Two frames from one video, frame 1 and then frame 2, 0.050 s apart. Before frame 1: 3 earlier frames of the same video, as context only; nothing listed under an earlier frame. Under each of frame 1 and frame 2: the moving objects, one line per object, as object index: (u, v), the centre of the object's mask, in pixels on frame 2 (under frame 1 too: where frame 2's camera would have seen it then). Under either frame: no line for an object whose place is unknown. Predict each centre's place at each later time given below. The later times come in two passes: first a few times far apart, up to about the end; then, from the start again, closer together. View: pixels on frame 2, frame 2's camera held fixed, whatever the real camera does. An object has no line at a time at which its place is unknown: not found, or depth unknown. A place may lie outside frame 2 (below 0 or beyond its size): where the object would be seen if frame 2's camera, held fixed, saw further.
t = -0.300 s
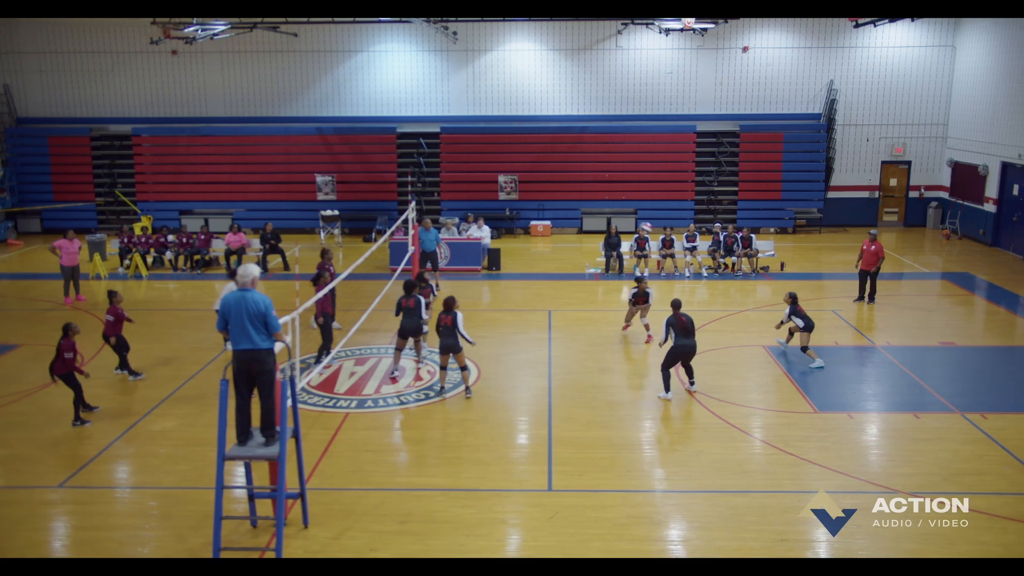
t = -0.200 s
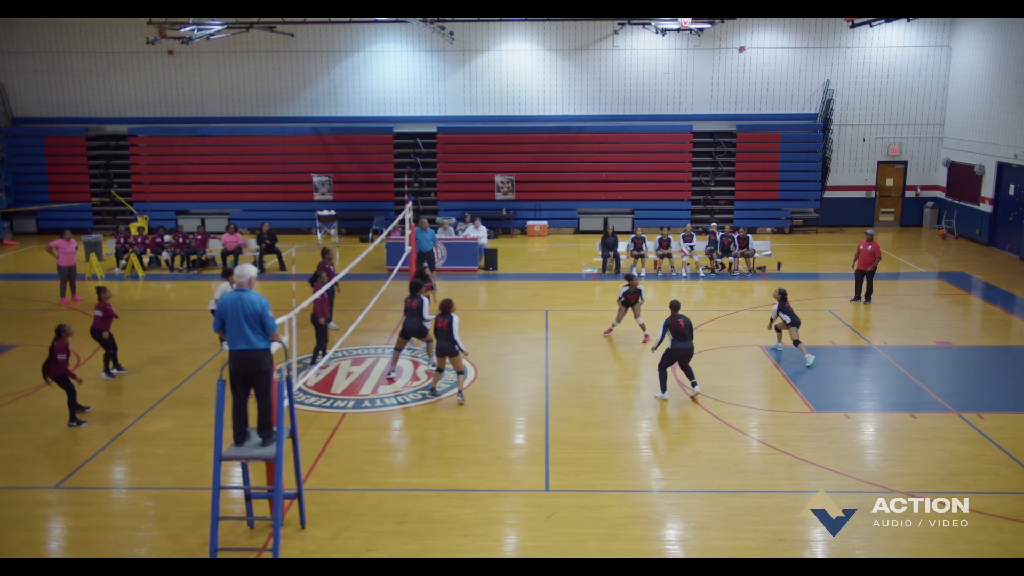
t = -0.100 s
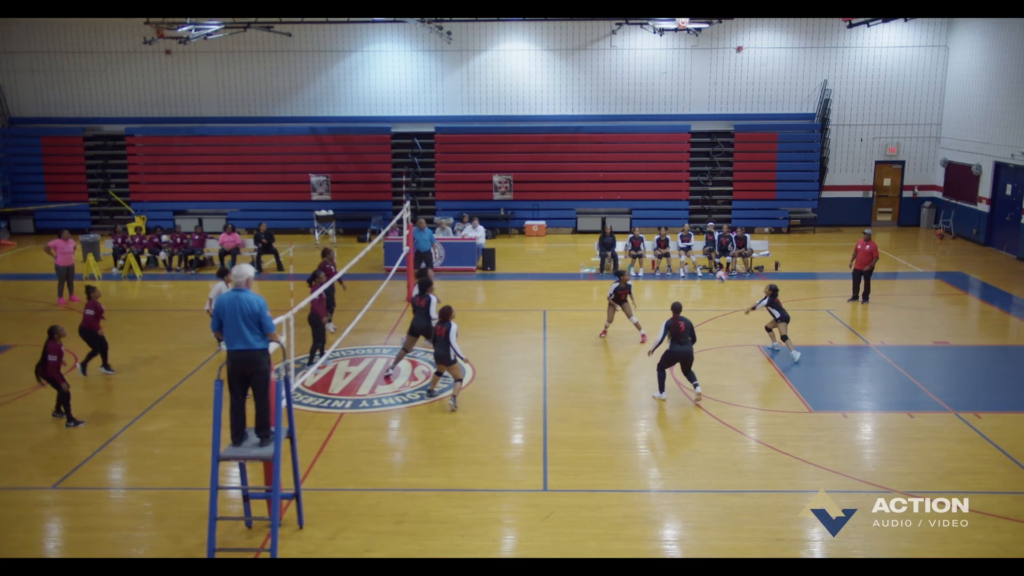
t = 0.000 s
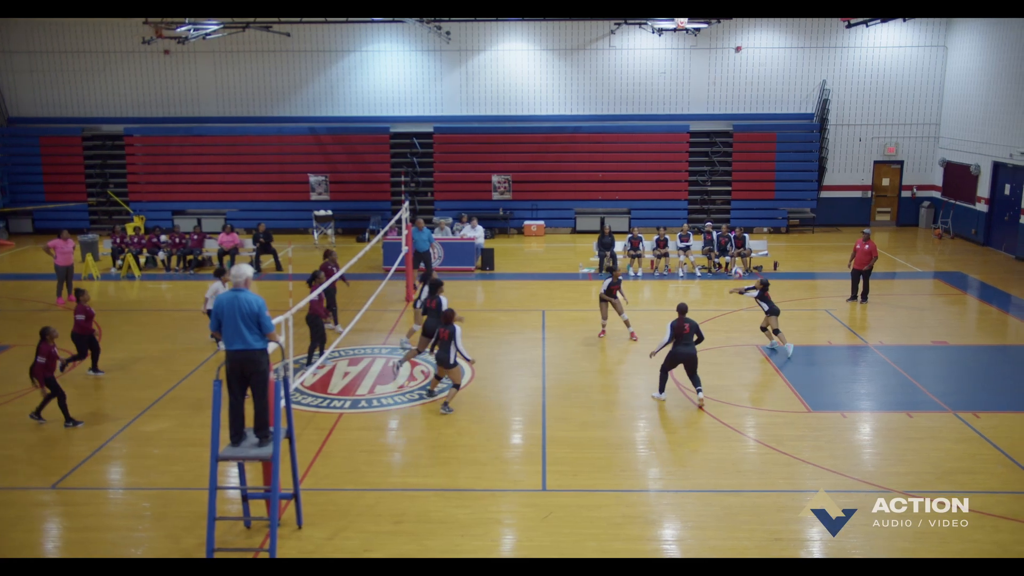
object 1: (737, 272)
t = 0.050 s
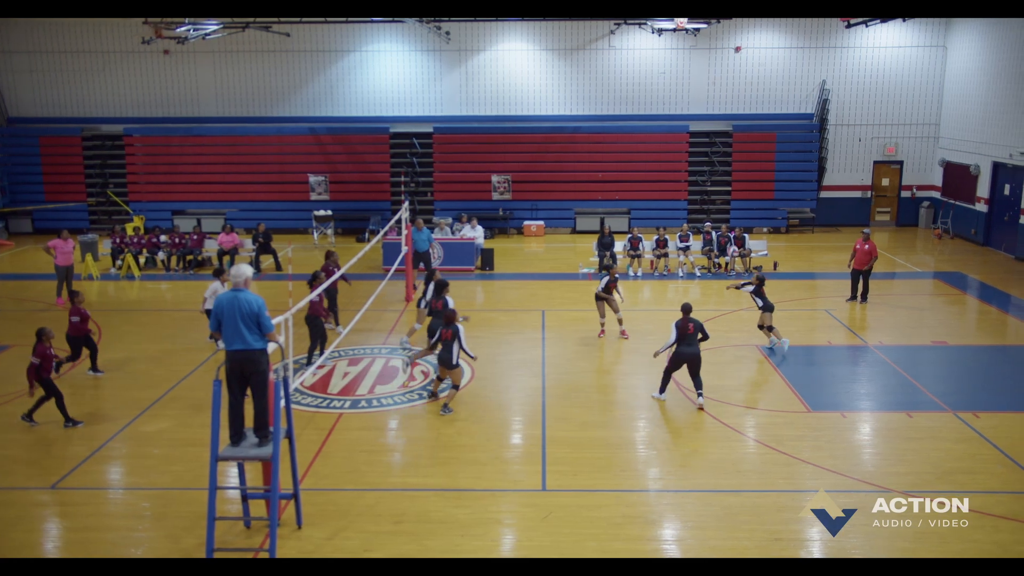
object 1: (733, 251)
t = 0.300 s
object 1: (714, 165)
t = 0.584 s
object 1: (695, 104)
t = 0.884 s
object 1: (673, 88)
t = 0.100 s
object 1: (729, 231)
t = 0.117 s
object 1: (728, 225)
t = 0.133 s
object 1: (726, 219)
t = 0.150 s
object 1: (725, 214)
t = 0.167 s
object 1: (724, 208)
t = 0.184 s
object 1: (723, 202)
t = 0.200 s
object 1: (722, 196)
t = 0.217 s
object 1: (720, 190)
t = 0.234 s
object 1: (719, 185)
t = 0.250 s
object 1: (718, 180)
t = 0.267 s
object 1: (717, 175)
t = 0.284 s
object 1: (715, 170)
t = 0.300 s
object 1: (714, 165)
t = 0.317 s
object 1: (713, 160)
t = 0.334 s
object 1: (712, 156)
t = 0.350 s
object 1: (711, 151)
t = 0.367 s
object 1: (710, 147)
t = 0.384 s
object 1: (708, 143)
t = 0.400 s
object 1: (707, 139)
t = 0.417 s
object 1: (706, 135)
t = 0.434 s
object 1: (705, 132)
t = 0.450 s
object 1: (704, 128)
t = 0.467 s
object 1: (703, 124)
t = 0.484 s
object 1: (702, 121)
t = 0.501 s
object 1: (700, 117)
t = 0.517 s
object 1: (699, 115)
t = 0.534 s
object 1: (698, 112)
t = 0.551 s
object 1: (697, 109)
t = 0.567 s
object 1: (695, 107)
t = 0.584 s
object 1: (695, 104)
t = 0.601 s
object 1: (694, 102)
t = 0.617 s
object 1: (692, 100)
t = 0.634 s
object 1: (691, 99)
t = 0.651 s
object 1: (690, 96)
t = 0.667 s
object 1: (689, 95)
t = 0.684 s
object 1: (688, 93)
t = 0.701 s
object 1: (687, 92)
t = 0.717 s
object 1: (685, 91)
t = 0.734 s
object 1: (684, 90)
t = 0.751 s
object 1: (683, 89)
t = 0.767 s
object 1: (682, 88)
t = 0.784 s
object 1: (681, 88)
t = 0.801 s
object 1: (680, 87)
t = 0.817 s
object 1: (678, 87)
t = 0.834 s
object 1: (677, 87)
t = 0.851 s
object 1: (676, 88)
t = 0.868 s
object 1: (675, 88)
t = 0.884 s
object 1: (673, 88)
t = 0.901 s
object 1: (672, 89)
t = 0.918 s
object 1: (671, 90)
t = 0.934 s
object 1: (670, 91)
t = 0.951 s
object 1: (669, 92)
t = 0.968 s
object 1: (667, 93)
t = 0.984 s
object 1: (666, 95)
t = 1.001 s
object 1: (664, 97)
